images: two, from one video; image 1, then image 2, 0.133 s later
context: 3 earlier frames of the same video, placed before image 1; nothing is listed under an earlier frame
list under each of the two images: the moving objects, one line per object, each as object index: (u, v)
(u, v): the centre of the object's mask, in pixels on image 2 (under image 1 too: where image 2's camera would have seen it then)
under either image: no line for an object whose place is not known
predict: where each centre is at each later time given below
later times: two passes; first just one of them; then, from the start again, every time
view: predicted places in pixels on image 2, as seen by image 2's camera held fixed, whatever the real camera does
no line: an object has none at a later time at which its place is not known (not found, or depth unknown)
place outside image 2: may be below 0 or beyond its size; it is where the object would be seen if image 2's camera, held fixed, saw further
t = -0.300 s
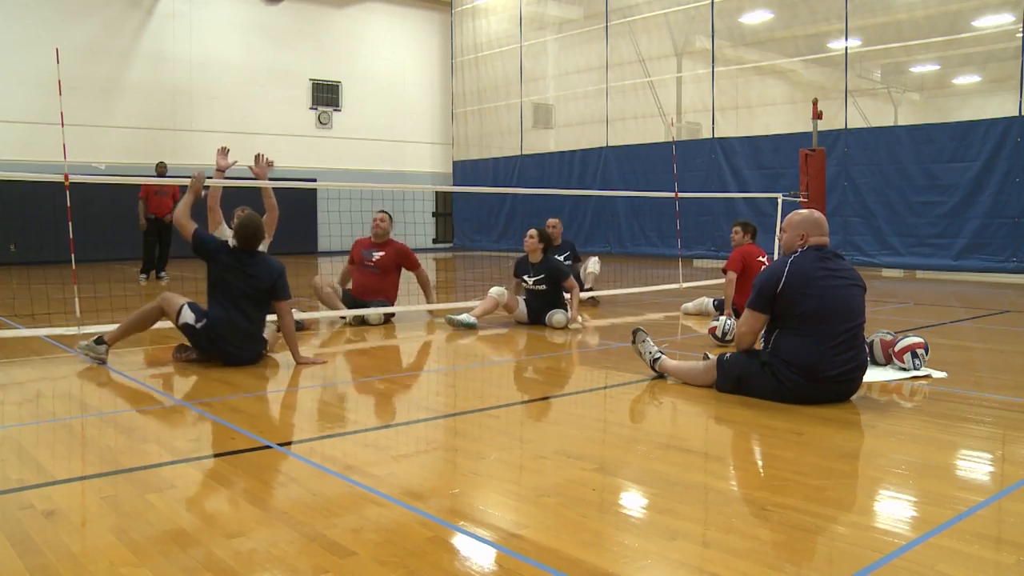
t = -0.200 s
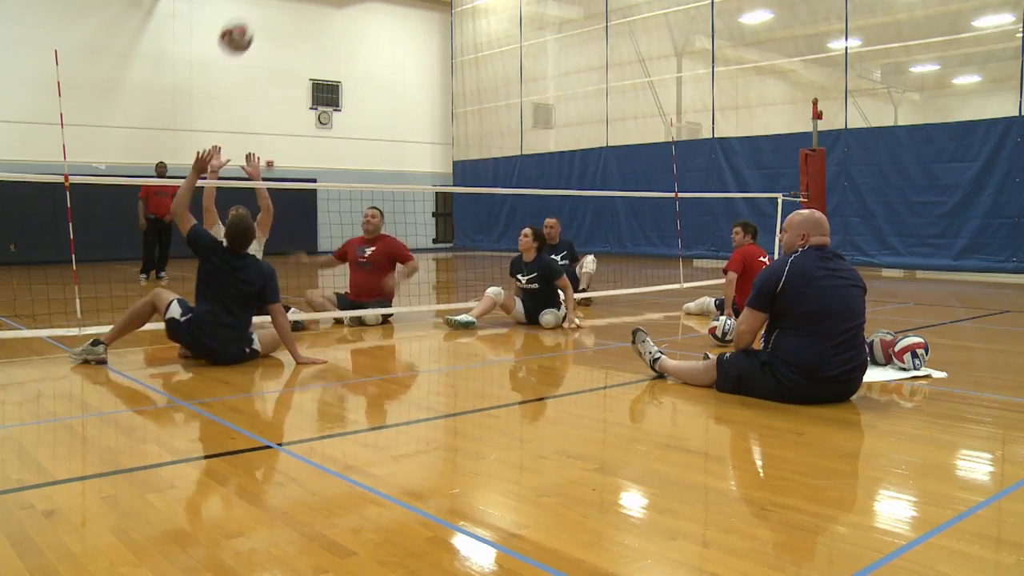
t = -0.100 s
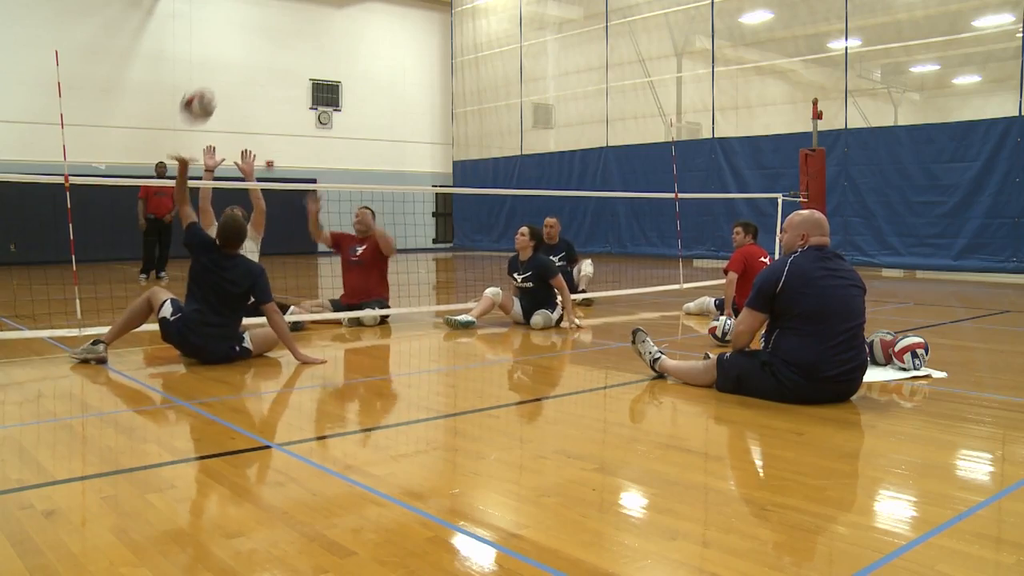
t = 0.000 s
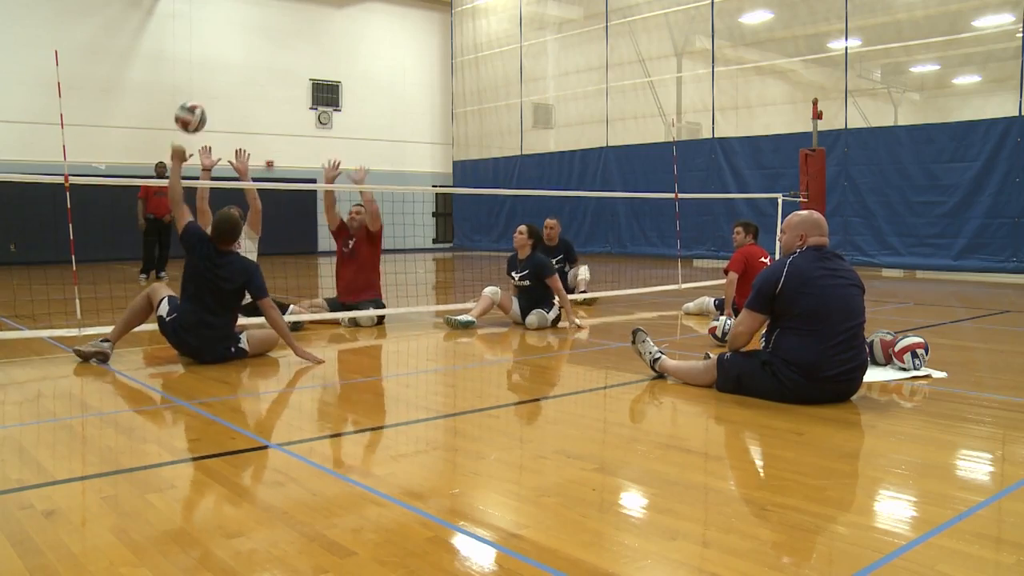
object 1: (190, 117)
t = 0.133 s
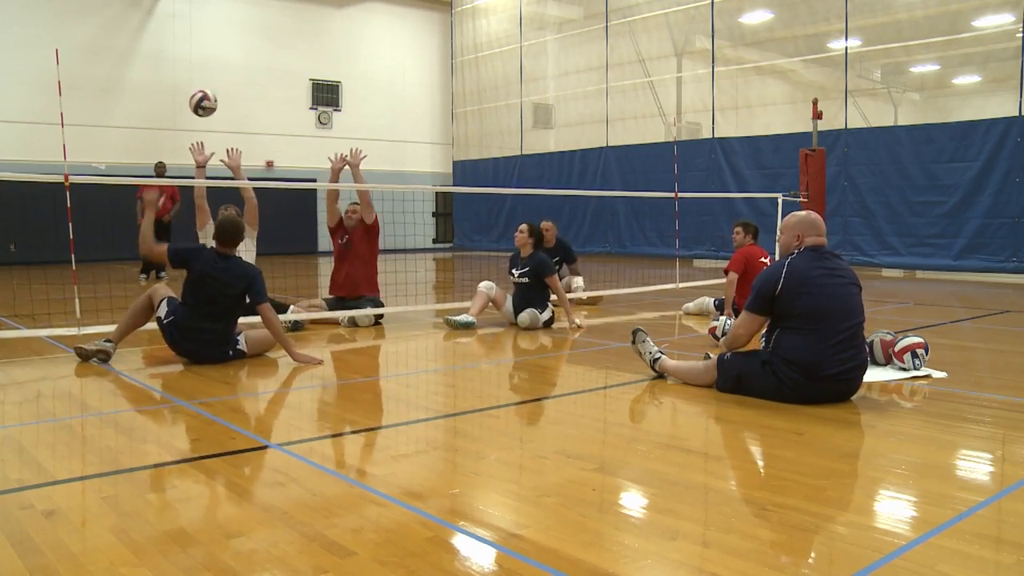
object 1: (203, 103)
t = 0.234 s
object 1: (211, 109)
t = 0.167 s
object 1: (205, 104)
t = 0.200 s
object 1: (208, 106)
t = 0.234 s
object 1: (211, 109)
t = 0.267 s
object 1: (213, 114)
